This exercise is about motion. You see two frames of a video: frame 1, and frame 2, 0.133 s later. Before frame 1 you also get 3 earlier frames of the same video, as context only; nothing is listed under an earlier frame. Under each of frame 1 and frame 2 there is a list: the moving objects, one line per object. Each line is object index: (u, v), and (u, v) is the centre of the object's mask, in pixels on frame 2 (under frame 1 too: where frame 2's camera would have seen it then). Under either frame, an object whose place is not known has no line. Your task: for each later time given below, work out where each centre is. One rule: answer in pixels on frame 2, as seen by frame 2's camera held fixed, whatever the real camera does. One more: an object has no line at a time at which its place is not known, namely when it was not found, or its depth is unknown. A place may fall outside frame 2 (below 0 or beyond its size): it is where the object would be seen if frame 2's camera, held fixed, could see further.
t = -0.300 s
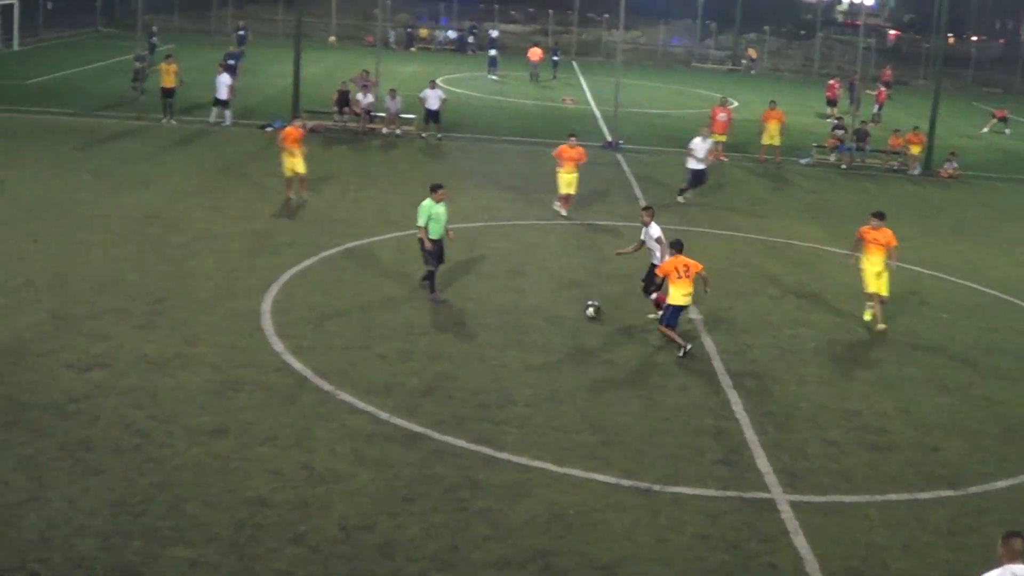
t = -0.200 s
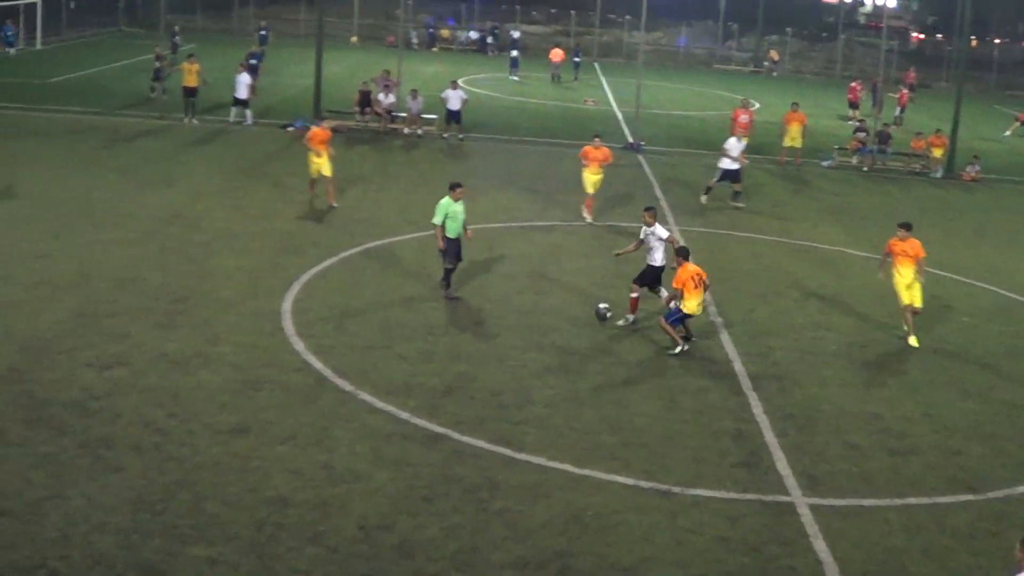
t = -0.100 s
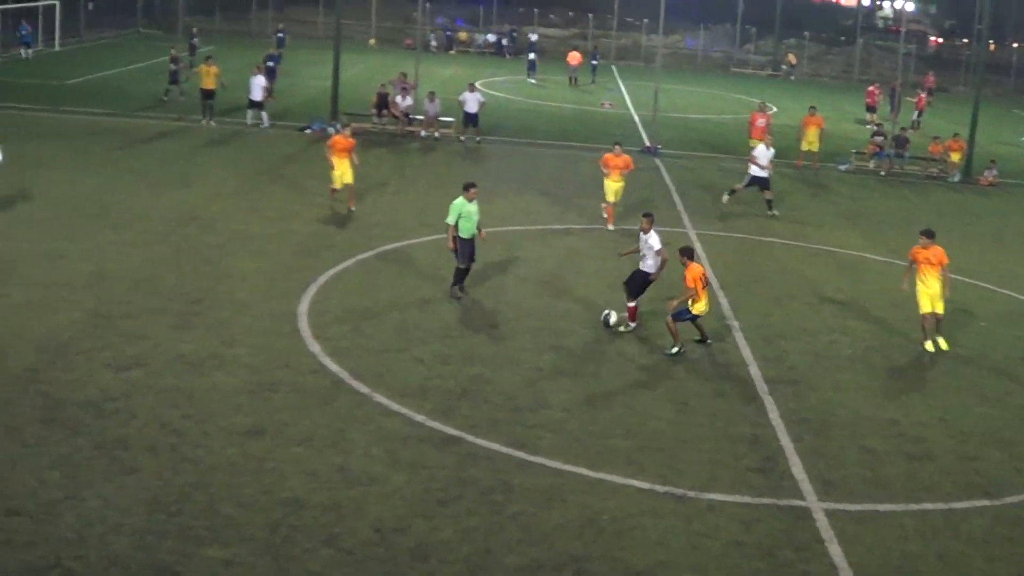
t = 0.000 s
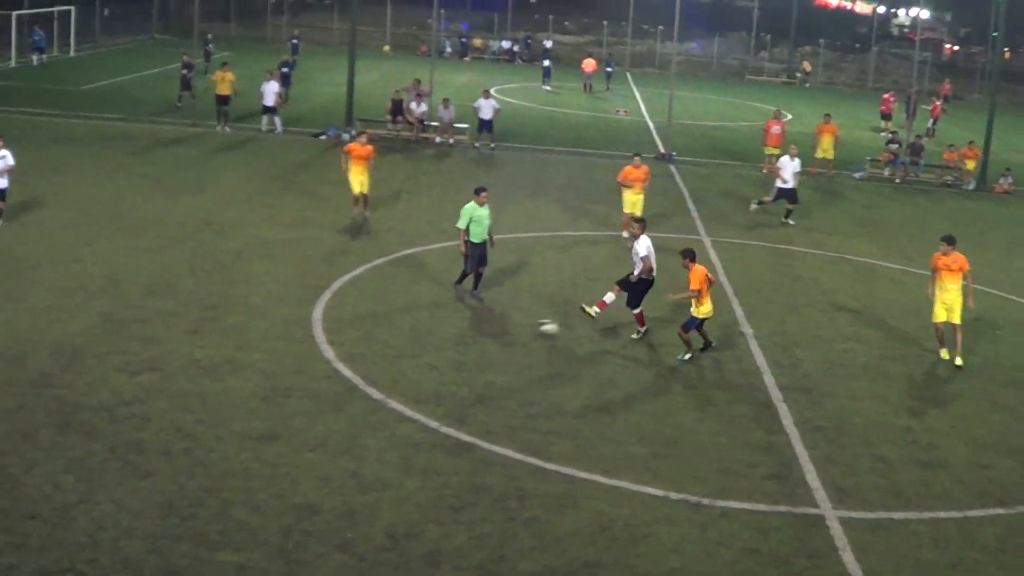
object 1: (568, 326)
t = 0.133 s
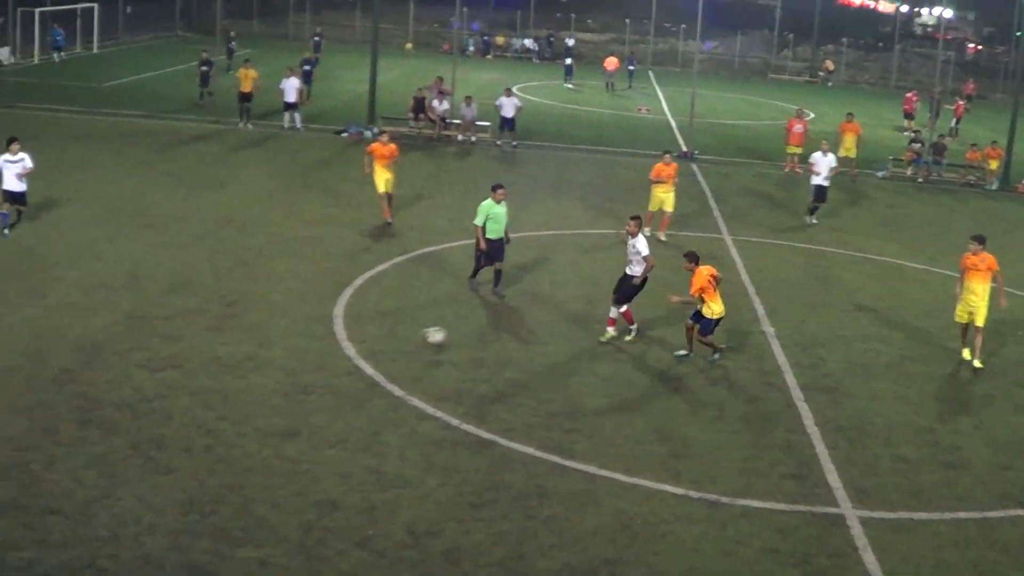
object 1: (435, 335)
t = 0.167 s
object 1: (398, 341)
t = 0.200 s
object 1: (362, 347)
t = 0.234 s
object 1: (324, 356)
